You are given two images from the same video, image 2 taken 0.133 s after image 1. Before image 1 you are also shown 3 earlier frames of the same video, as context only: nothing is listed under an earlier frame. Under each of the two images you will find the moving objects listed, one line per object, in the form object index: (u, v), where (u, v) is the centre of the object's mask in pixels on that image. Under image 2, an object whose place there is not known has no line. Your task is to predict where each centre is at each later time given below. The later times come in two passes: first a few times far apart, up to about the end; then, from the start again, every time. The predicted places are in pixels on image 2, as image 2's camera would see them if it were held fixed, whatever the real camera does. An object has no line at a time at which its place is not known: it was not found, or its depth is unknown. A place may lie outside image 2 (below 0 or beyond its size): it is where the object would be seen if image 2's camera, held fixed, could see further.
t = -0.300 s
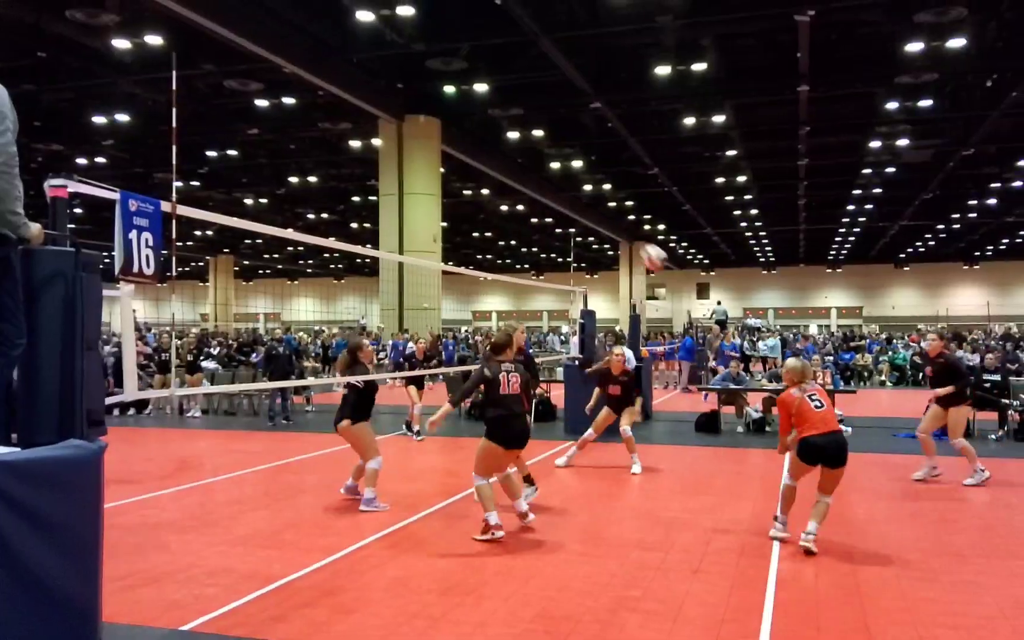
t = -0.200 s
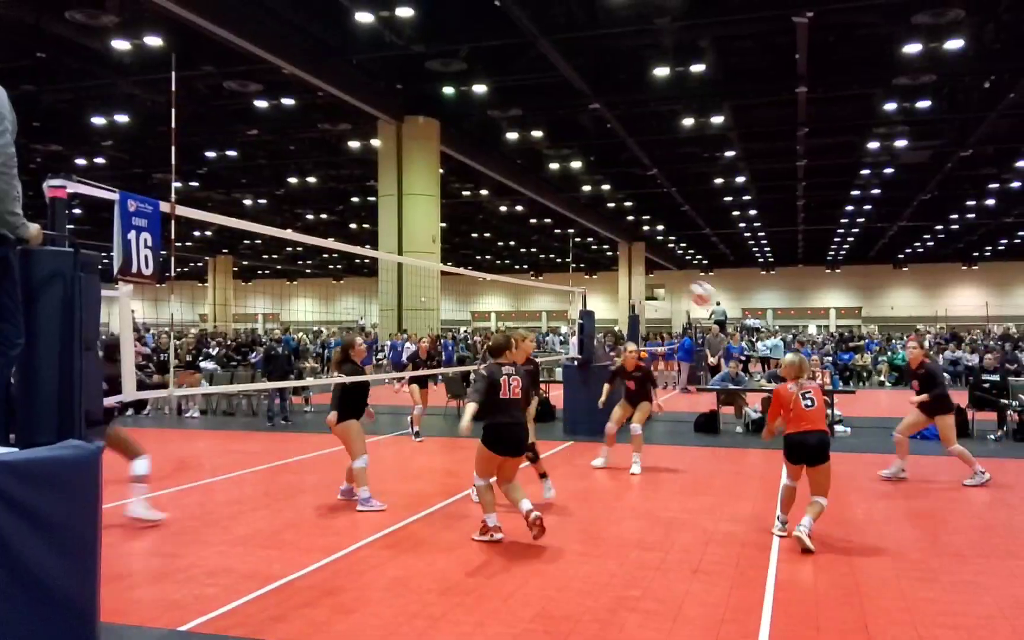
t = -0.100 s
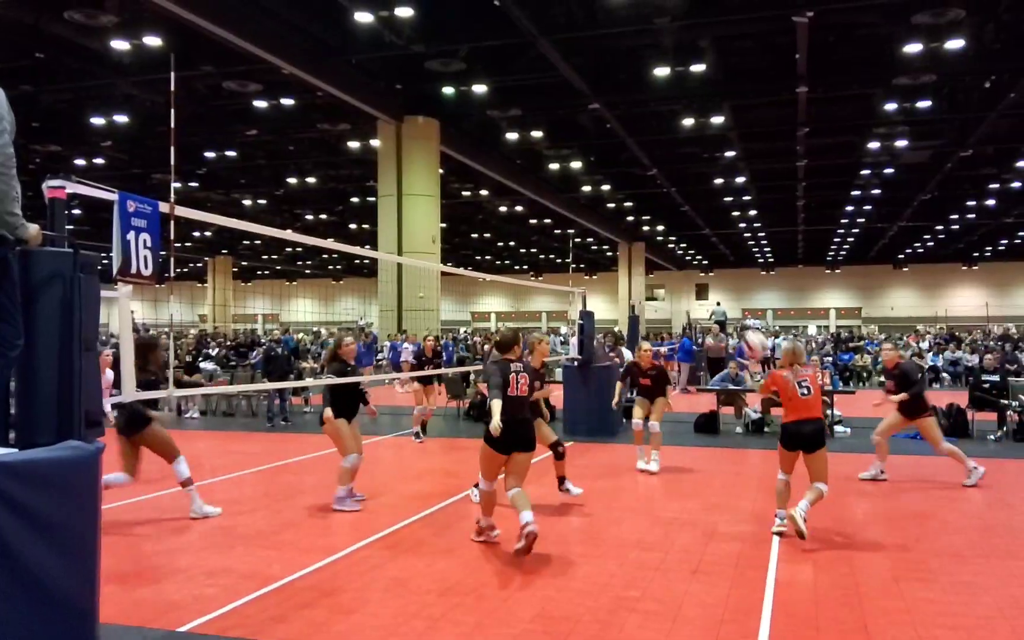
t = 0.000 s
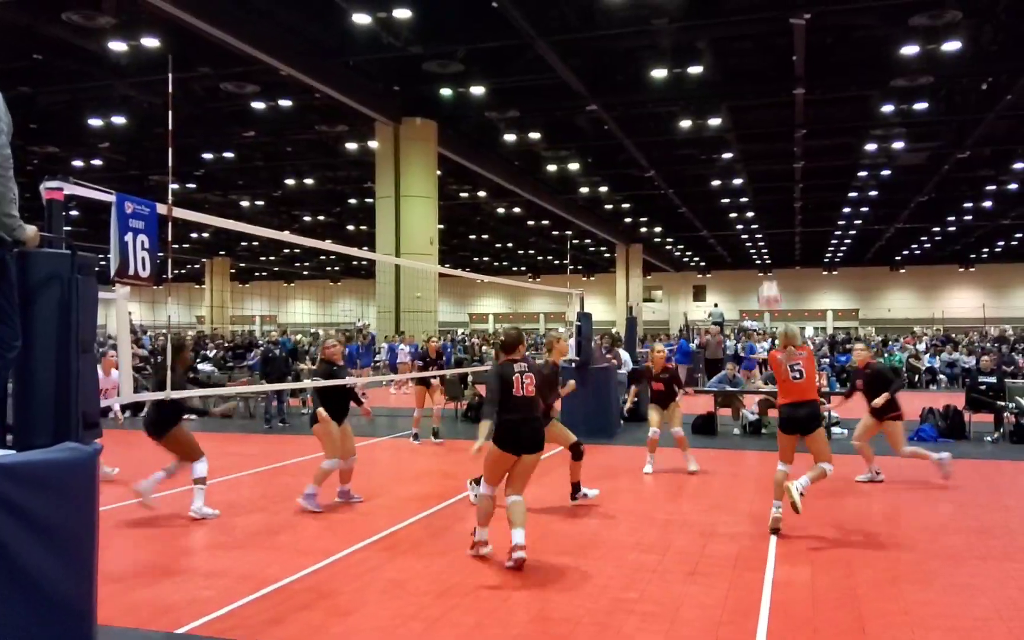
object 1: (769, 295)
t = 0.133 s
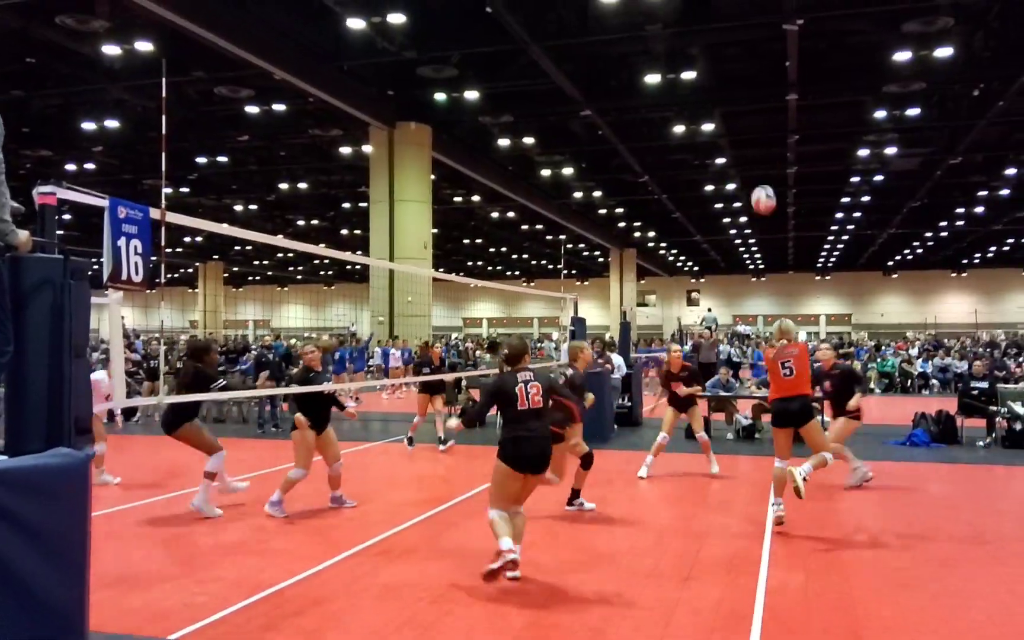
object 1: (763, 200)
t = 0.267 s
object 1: (765, 124)
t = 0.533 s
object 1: (769, 36)
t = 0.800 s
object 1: (773, 24)
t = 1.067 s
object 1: (775, 79)
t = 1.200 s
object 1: (777, 129)
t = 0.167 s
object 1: (763, 179)
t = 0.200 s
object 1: (764, 159)
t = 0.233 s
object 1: (765, 141)
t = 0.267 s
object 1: (765, 124)
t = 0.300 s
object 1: (766, 109)
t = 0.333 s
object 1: (766, 94)
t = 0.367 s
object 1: (767, 82)
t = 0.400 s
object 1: (767, 70)
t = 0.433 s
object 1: (767, 60)
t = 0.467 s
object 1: (768, 51)
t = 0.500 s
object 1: (769, 42)
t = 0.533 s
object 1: (769, 36)
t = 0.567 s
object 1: (770, 30)
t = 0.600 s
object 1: (771, 26)
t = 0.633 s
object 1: (771, 23)
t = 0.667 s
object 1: (772, 21)
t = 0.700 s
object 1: (772, 20)
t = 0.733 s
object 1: (772, 20)
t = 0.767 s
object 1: (773, 21)
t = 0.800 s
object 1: (773, 24)
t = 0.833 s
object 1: (773, 27)
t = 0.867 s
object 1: (773, 32)
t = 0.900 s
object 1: (774, 36)
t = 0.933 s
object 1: (774, 43)
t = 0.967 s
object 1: (775, 50)
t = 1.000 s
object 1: (774, 59)
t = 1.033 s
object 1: (775, 68)
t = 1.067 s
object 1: (775, 79)
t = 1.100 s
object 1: (775, 90)
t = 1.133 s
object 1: (776, 102)
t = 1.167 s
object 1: (777, 115)
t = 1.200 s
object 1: (777, 129)
